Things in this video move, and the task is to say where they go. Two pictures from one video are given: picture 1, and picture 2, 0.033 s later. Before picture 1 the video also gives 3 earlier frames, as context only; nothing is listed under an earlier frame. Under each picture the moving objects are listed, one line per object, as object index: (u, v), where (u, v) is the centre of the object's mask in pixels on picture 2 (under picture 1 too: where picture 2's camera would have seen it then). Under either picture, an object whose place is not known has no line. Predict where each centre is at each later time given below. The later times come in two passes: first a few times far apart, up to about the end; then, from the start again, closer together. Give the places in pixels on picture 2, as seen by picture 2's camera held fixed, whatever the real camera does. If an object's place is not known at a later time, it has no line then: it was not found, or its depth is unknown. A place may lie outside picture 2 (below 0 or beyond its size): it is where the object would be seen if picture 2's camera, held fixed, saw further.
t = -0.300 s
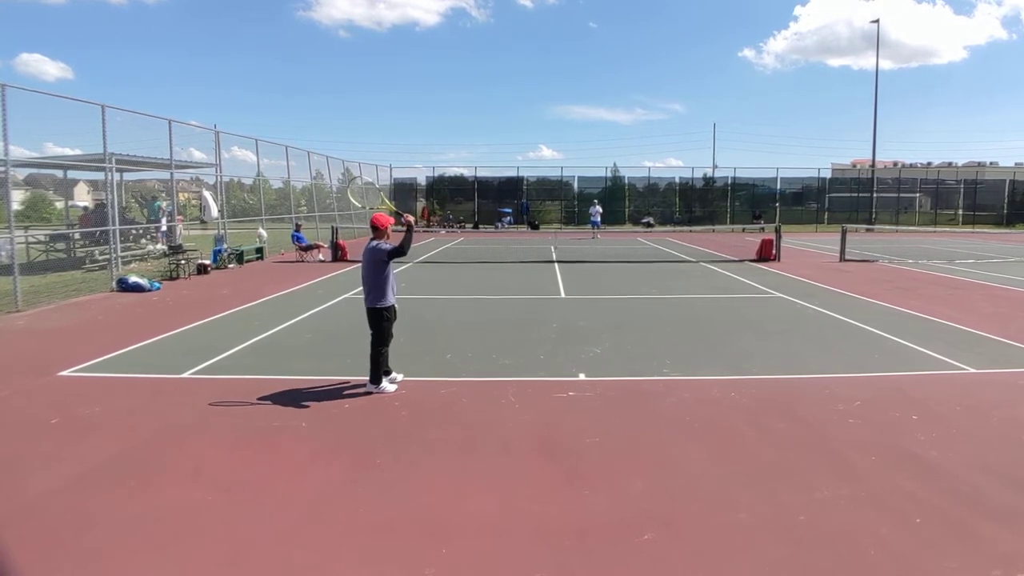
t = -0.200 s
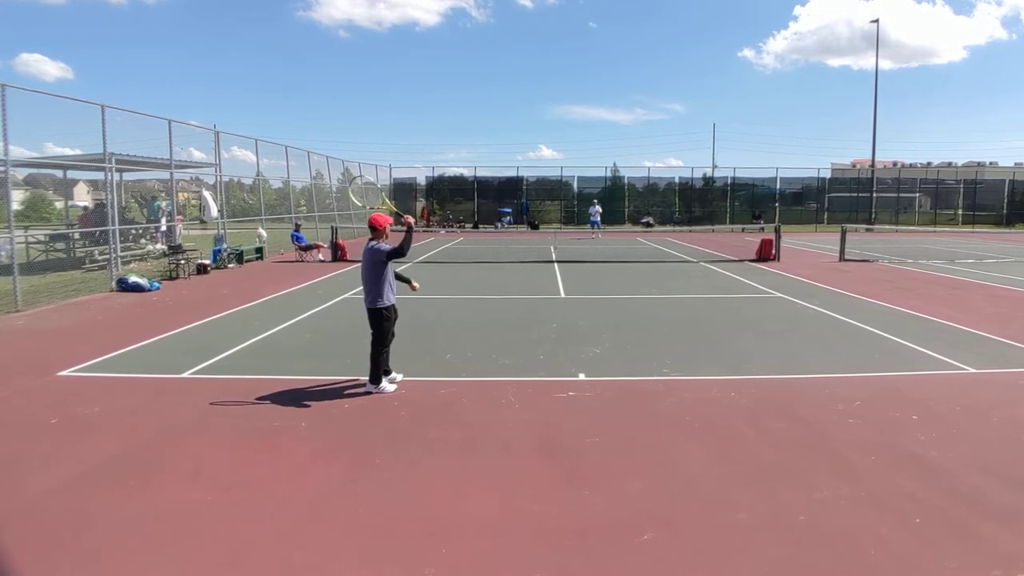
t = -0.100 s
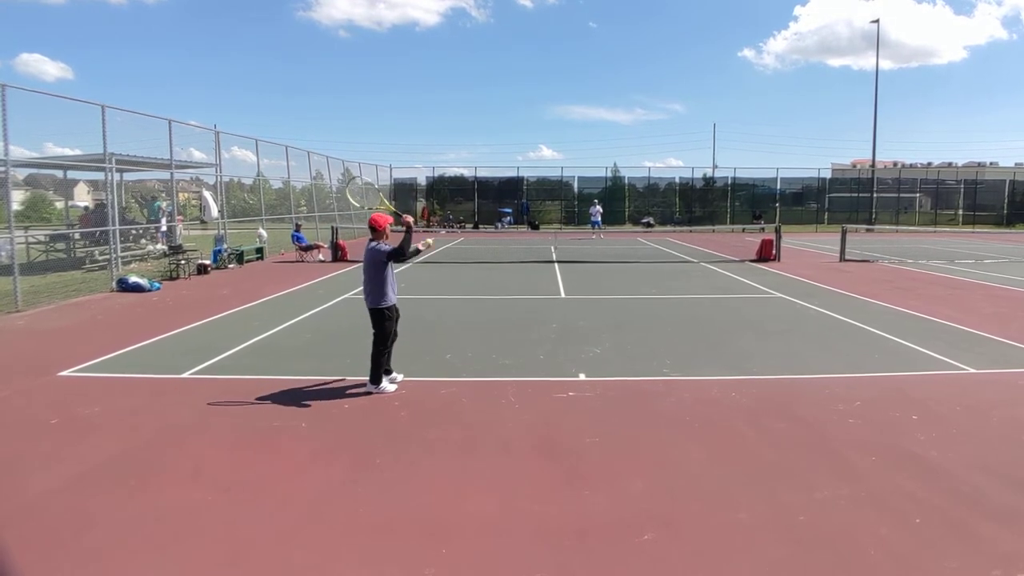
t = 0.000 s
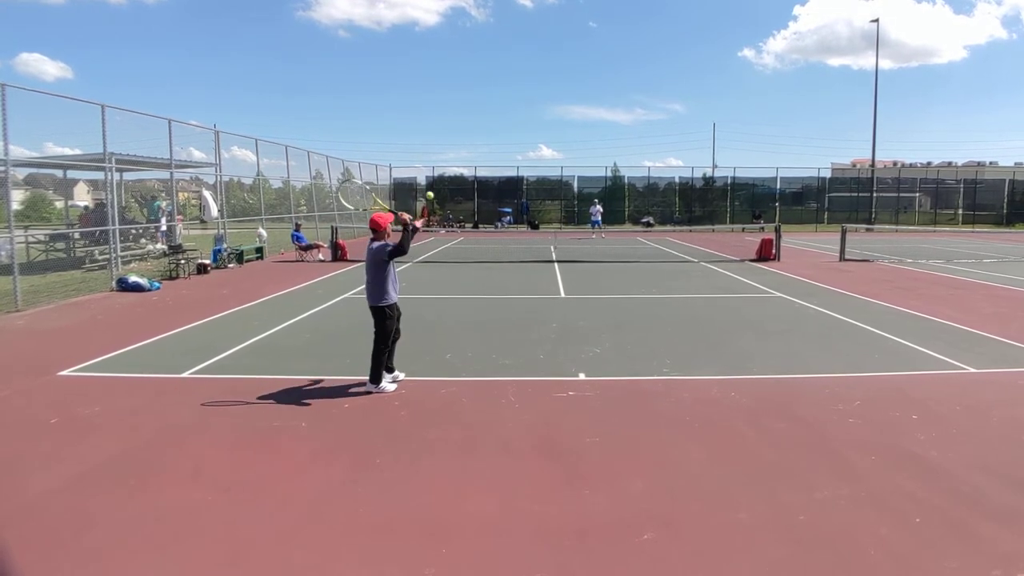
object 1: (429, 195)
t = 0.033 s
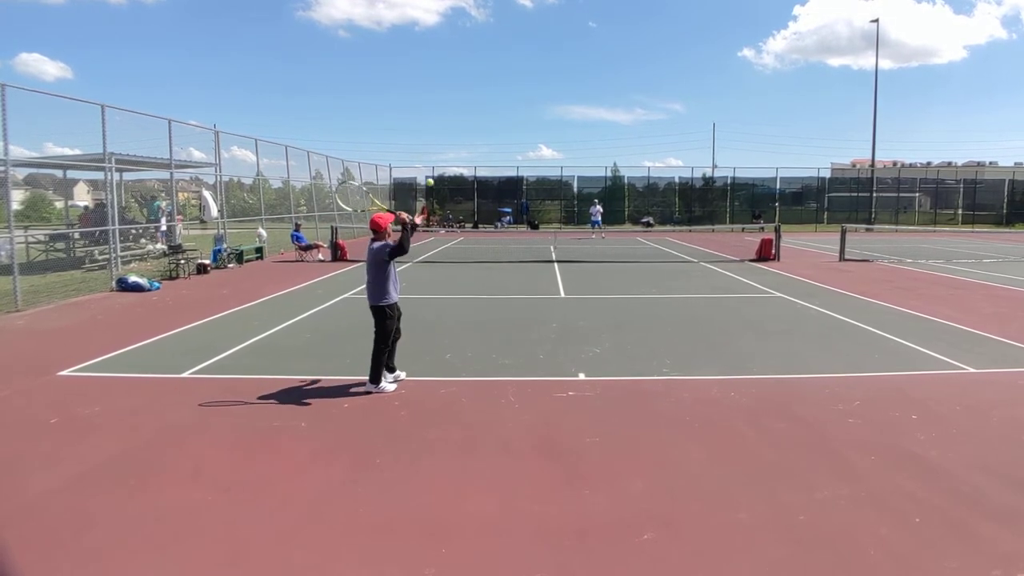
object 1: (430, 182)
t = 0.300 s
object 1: (430, 117)
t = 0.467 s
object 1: (429, 114)
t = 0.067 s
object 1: (430, 170)
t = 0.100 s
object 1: (431, 159)
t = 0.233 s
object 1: (431, 127)
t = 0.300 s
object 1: (430, 117)
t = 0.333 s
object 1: (430, 114)
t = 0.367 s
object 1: (430, 113)
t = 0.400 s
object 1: (430, 112)
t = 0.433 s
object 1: (430, 113)
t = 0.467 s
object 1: (429, 114)
